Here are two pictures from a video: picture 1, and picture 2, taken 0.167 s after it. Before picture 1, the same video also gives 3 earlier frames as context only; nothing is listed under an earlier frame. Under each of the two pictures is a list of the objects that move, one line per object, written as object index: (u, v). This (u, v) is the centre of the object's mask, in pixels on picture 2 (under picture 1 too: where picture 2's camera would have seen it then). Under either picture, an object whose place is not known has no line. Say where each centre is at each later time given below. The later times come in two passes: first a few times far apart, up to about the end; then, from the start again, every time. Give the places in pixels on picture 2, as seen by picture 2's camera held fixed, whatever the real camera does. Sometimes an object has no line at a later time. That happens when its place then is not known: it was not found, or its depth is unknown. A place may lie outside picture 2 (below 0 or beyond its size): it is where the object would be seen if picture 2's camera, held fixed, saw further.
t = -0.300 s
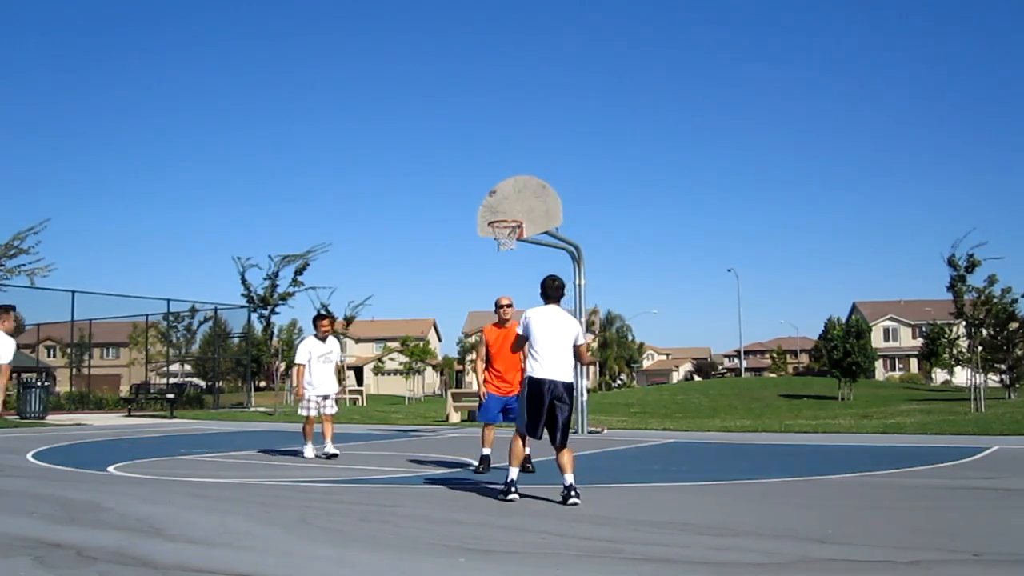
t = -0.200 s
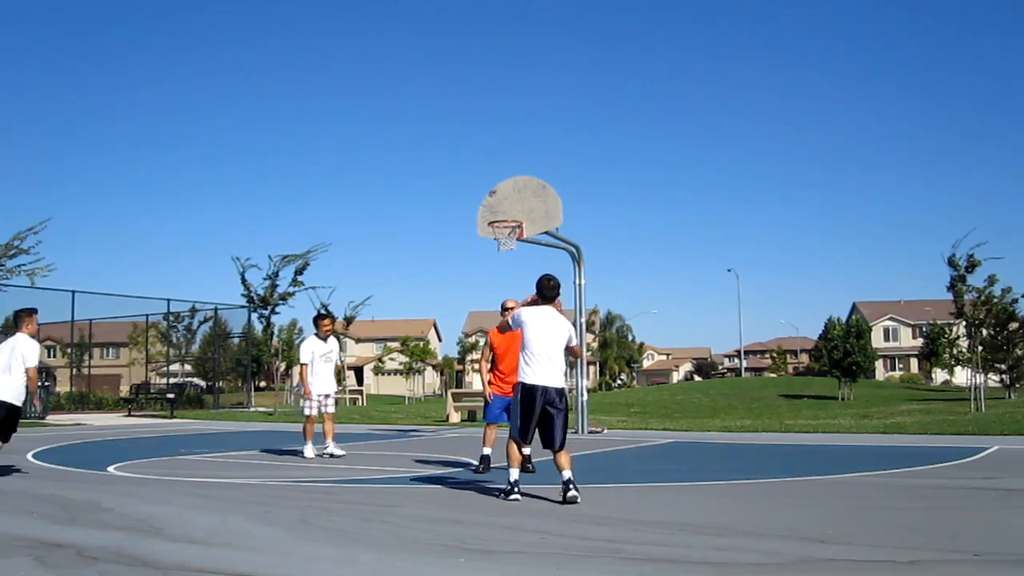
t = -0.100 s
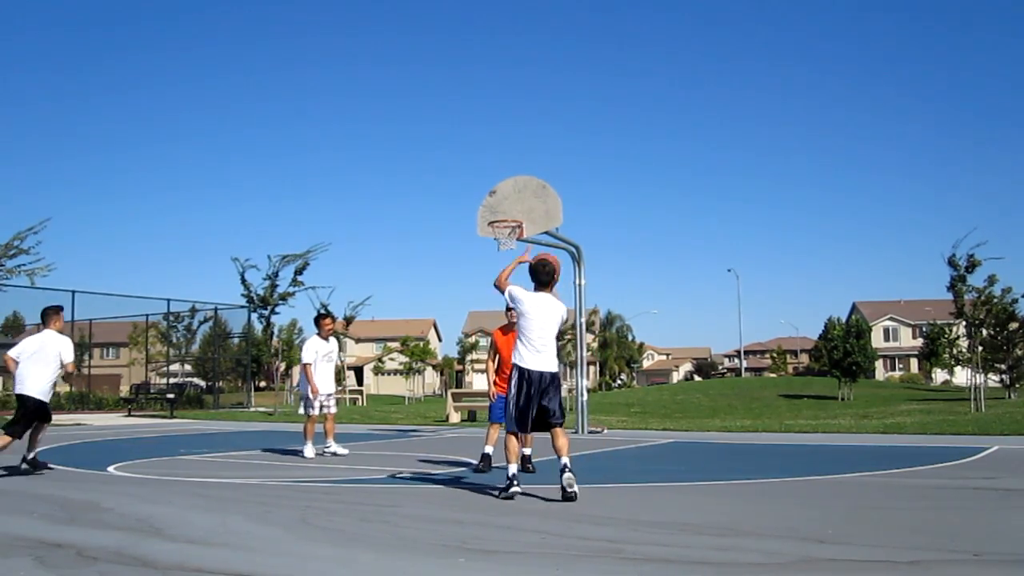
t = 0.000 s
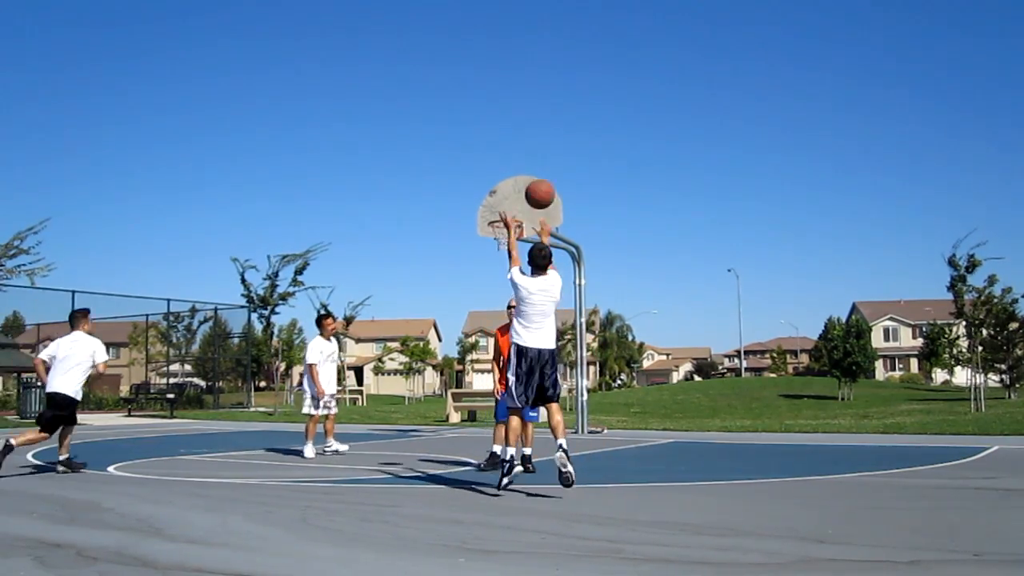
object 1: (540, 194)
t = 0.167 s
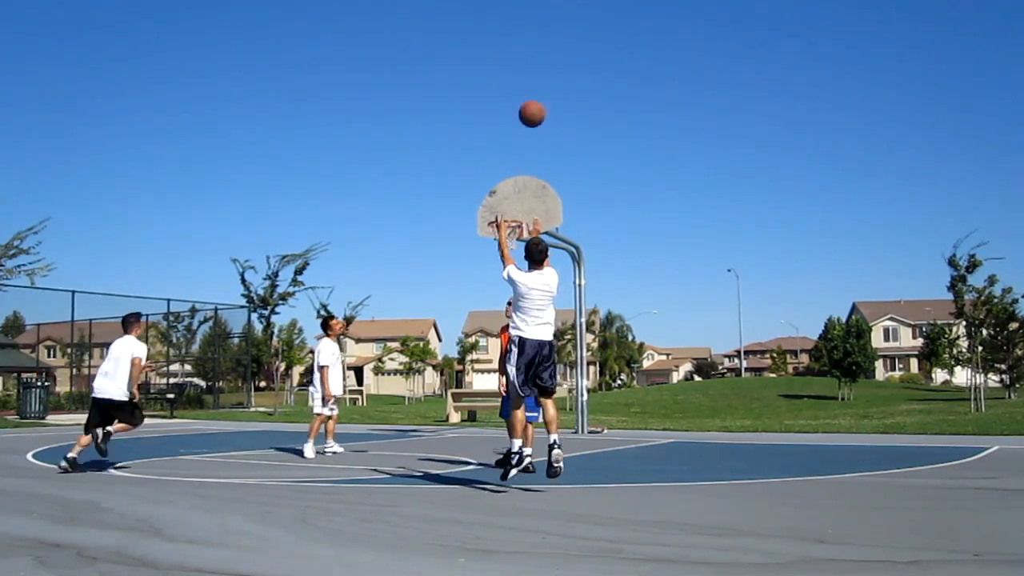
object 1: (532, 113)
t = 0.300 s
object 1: (528, 80)
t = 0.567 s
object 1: (524, 72)
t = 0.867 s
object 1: (519, 126)
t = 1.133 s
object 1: (516, 215)
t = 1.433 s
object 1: (474, 158)
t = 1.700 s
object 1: (439, 155)
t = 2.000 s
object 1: (404, 205)
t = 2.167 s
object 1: (386, 257)
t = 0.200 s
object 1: (530, 103)
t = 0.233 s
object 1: (530, 94)
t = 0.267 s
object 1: (528, 86)
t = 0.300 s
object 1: (528, 80)
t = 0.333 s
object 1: (527, 75)
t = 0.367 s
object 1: (526, 72)
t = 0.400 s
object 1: (526, 69)
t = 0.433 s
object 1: (525, 68)
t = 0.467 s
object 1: (525, 67)
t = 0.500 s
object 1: (524, 68)
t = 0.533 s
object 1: (524, 70)
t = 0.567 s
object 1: (524, 72)
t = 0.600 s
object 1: (523, 75)
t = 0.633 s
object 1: (523, 79)
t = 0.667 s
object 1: (522, 84)
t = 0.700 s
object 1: (522, 89)
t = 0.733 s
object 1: (521, 95)
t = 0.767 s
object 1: (521, 102)
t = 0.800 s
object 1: (520, 110)
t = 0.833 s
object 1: (520, 118)
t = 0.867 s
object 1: (519, 126)
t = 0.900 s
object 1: (519, 136)
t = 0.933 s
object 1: (518, 146)
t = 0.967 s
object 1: (518, 156)
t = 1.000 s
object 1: (518, 167)
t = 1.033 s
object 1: (517, 178)
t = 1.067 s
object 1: (517, 190)
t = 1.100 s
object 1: (517, 203)
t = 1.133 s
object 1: (516, 215)
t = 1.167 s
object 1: (512, 211)
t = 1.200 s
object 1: (507, 201)
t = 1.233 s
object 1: (502, 193)
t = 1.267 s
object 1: (497, 185)
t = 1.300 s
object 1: (493, 178)
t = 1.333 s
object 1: (488, 172)
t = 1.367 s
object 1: (483, 167)
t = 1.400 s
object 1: (479, 162)
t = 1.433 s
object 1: (474, 158)
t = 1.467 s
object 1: (470, 155)
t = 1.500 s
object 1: (465, 153)
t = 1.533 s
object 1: (461, 151)
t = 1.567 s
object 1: (457, 151)
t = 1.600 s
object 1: (452, 151)
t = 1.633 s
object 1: (448, 151)
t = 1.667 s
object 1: (444, 153)
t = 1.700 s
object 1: (439, 155)
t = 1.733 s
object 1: (435, 158)
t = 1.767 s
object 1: (431, 161)
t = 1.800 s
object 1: (427, 165)
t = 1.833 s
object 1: (423, 171)
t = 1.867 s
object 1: (419, 176)
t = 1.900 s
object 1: (416, 182)
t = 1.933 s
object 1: (411, 189)
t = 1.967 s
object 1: (408, 197)
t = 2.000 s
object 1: (404, 205)
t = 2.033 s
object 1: (400, 215)
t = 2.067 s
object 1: (396, 224)
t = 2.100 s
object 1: (393, 234)
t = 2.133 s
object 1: (389, 245)
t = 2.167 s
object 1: (386, 257)
